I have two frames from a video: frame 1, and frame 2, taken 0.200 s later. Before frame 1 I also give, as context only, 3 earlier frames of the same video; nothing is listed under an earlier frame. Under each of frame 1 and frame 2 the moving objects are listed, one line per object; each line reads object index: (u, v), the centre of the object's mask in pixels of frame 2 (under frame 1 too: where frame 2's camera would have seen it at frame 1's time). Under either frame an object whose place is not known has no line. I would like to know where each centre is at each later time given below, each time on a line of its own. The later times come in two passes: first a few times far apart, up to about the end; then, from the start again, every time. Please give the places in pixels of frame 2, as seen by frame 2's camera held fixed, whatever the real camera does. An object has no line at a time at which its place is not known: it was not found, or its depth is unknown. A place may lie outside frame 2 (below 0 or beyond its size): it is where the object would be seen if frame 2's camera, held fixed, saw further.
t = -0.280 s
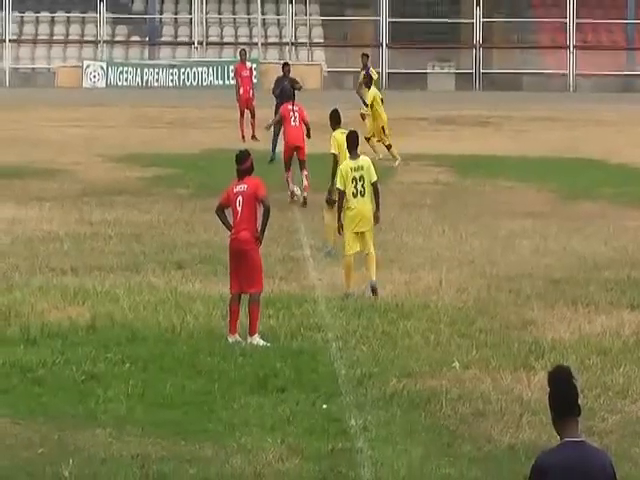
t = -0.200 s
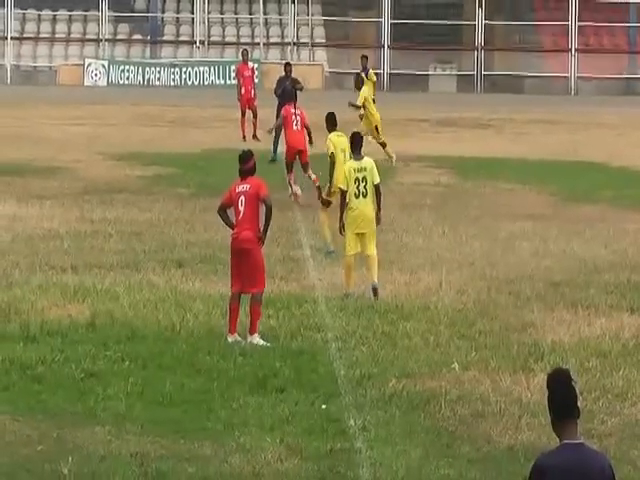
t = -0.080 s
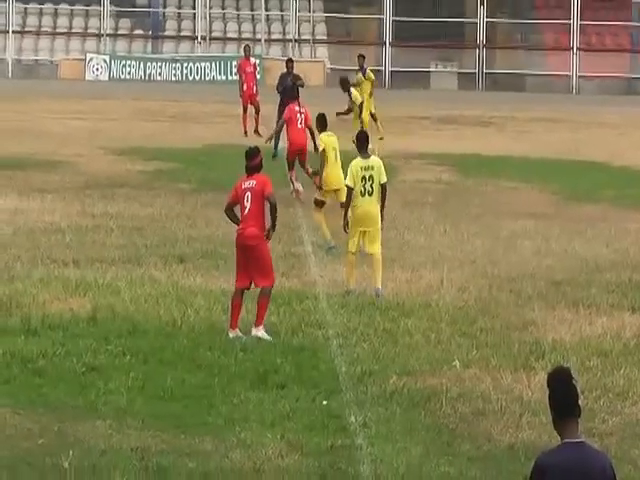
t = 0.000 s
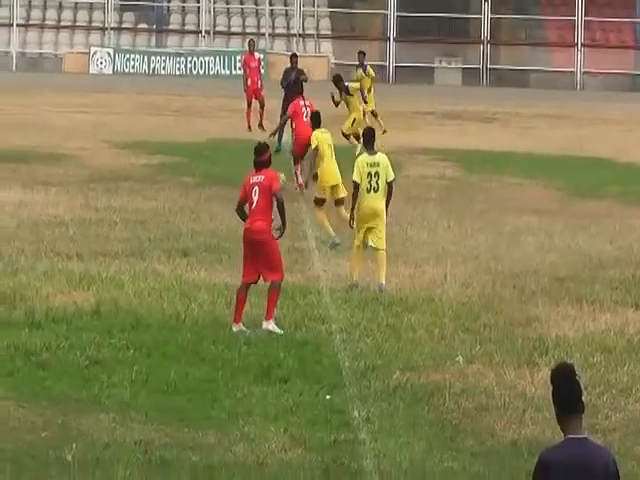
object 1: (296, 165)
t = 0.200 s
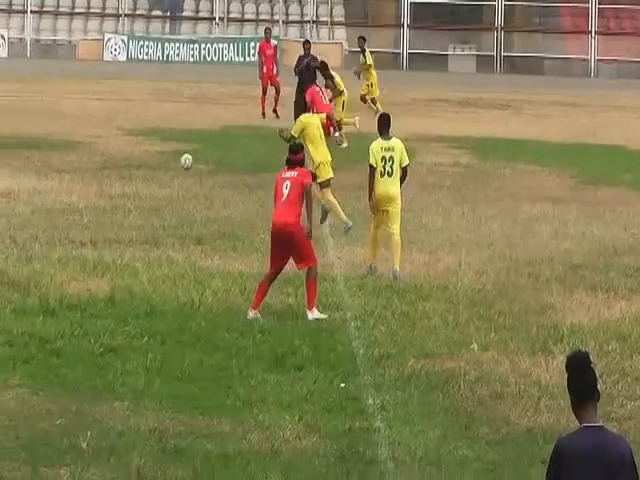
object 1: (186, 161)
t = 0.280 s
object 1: (147, 162)
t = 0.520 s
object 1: (47, 159)
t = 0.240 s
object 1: (165, 163)
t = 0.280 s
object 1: (147, 162)
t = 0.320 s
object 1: (129, 159)
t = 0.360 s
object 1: (113, 157)
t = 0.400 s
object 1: (97, 156)
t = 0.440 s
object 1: (80, 157)
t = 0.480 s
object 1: (63, 158)
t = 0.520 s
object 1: (47, 159)
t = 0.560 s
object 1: (35, 156)
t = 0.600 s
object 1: (21, 154)
